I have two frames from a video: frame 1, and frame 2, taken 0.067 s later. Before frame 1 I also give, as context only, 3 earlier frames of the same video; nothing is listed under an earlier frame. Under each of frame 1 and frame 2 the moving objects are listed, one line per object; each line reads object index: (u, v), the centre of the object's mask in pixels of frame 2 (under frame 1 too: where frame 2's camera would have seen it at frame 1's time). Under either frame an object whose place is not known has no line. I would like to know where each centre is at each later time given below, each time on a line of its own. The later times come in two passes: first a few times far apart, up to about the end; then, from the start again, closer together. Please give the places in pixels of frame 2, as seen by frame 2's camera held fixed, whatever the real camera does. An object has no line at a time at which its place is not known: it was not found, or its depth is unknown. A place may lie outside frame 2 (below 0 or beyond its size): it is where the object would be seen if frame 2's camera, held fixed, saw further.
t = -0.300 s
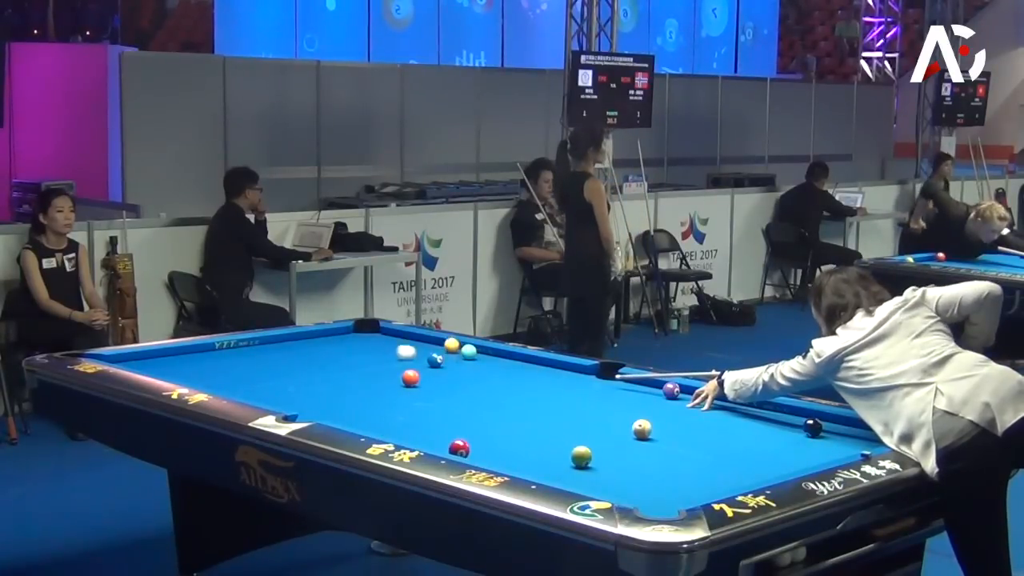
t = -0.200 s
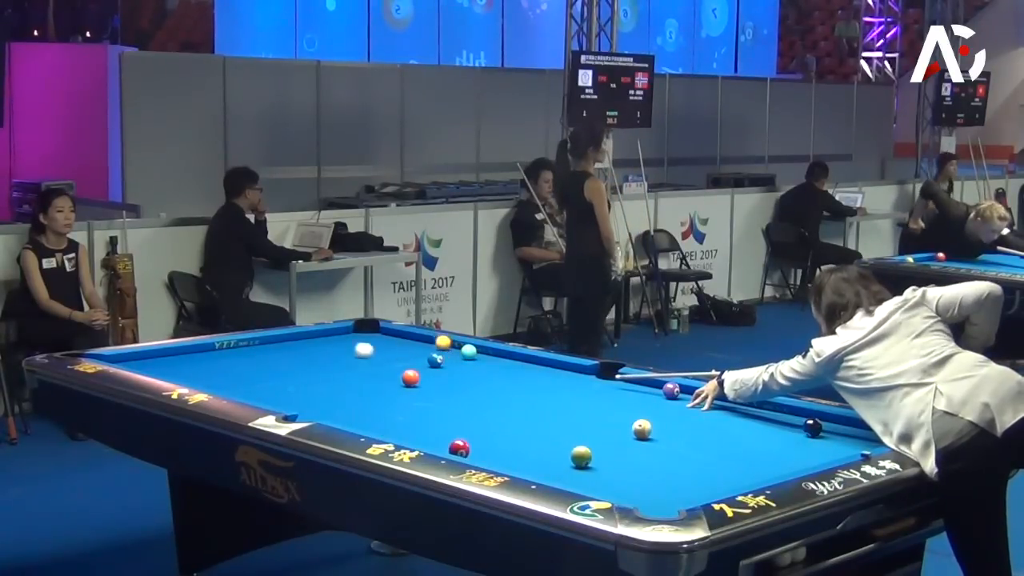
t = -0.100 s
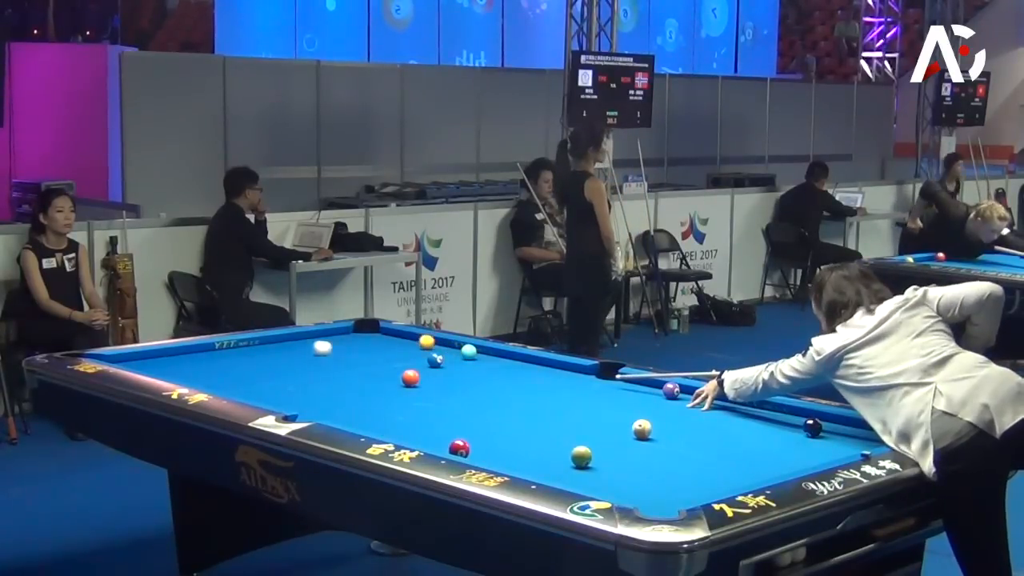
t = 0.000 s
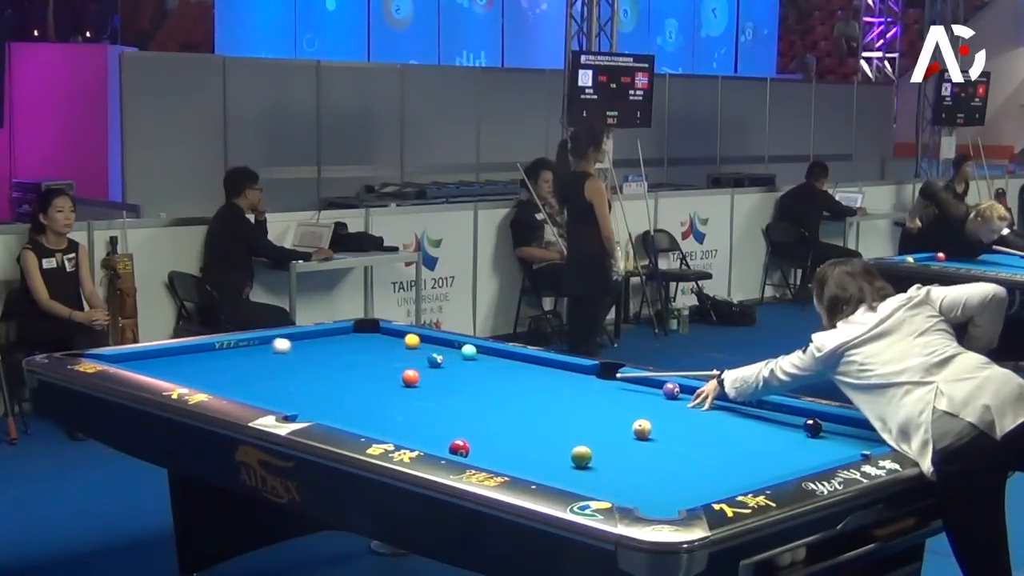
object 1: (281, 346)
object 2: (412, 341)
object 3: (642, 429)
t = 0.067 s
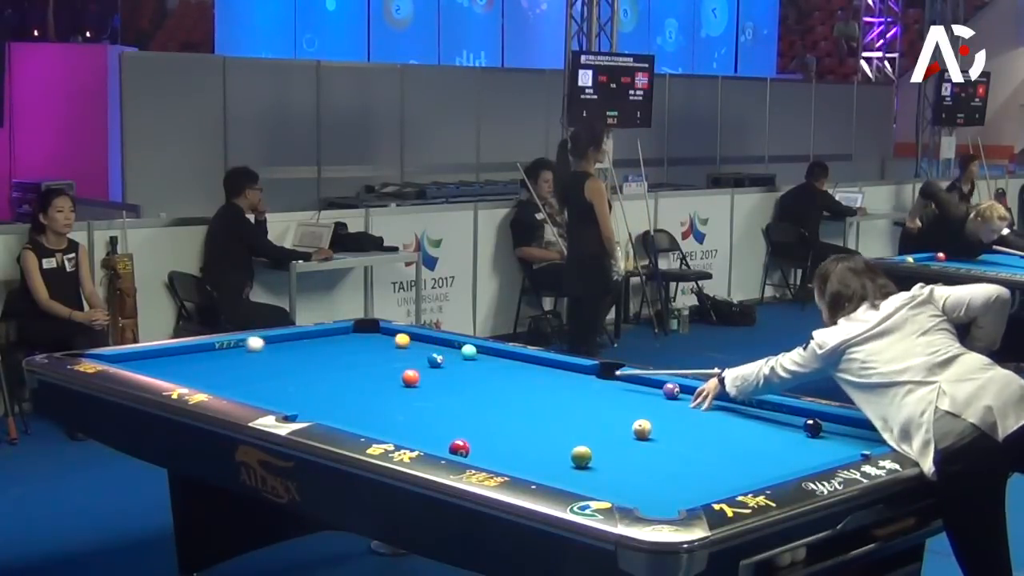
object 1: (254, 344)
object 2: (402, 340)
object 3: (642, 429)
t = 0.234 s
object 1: (234, 349)
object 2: (378, 339)
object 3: (642, 429)
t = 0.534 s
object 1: (226, 363)
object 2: (337, 337)
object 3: (642, 429)
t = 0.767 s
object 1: (218, 373)
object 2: (307, 335)
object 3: (642, 429)
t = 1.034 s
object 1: (208, 385)
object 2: (294, 338)
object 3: (642, 429)
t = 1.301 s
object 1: (250, 391)
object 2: (288, 341)
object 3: (642, 429)
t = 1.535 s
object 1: (294, 397)
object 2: (284, 345)
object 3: (642, 429)
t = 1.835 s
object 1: (349, 402)
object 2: (279, 348)
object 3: (642, 429)
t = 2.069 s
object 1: (392, 406)
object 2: (274, 351)
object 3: (642, 429)
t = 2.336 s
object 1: (441, 411)
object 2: (270, 354)
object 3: (642, 429)
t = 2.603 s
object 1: (488, 415)
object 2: (266, 357)
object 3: (642, 429)
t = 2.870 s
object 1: (535, 419)
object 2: (262, 359)
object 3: (642, 429)
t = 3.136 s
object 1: (581, 424)
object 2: (258, 361)
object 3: (642, 429)
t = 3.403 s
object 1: (622, 428)
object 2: (255, 364)
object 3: (645, 429)
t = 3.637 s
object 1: (631, 429)
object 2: (252, 365)
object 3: (672, 432)
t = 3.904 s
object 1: (640, 430)
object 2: (250, 367)
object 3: (699, 435)
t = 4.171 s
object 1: (648, 431)
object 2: (248, 368)
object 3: (725, 438)
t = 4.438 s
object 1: (653, 432)
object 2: (246, 369)
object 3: (750, 440)
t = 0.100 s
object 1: (241, 343)
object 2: (397, 340)
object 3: (642, 429)
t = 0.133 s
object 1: (233, 343)
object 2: (392, 340)
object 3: (642, 429)
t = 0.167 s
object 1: (233, 345)
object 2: (388, 340)
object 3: (642, 429)
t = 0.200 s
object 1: (234, 347)
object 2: (383, 339)
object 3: (642, 429)
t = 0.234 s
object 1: (234, 349)
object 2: (378, 339)
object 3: (642, 429)
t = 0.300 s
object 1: (233, 352)
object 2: (369, 339)
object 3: (642, 429)
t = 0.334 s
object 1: (233, 353)
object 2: (364, 338)
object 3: (642, 429)
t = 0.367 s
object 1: (231, 355)
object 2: (360, 338)
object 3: (642, 429)
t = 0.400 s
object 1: (230, 356)
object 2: (355, 338)
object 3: (642, 429)
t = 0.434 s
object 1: (229, 358)
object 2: (351, 338)
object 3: (642, 429)
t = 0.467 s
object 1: (228, 359)
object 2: (346, 337)
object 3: (642, 429)
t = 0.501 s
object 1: (227, 361)
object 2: (342, 337)
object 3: (642, 429)
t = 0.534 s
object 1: (226, 363)
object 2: (337, 337)
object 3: (642, 429)
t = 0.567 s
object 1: (225, 364)
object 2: (333, 337)
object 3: (642, 429)
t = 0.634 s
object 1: (222, 367)
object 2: (324, 336)
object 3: (642, 429)
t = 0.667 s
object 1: (221, 369)
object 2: (320, 336)
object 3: (642, 429)
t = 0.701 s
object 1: (220, 370)
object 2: (316, 336)
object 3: (642, 429)
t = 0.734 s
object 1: (219, 372)
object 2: (311, 336)
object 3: (642, 429)
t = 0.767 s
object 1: (218, 373)
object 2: (307, 335)
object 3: (642, 429)
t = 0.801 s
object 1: (217, 375)
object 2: (303, 335)
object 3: (642, 429)
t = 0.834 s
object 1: (215, 377)
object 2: (299, 335)
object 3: (642, 429)
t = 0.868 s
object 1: (214, 379)
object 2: (297, 335)
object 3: (642, 429)
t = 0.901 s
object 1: (213, 380)
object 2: (297, 336)
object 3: (642, 429)
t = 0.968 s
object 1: (211, 382)
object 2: (295, 337)
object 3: (642, 429)
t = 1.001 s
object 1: (210, 383)
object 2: (294, 337)
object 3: (642, 429)
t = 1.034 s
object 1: (208, 385)
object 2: (294, 338)
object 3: (642, 429)
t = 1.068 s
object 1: (208, 385)
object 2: (293, 338)
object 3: (642, 429)
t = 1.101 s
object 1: (211, 386)
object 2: (292, 339)
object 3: (642, 429)
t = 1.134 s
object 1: (219, 387)
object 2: (292, 339)
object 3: (642, 429)
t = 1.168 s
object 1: (225, 388)
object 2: (291, 340)
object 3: (642, 429)
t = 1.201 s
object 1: (231, 388)
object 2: (290, 340)
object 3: (642, 429)
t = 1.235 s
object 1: (238, 389)
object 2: (290, 340)
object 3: (642, 429)
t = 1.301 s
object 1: (250, 391)
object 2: (288, 341)
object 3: (642, 429)
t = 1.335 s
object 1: (256, 392)
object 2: (288, 342)
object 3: (642, 429)
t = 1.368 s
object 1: (263, 393)
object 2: (287, 342)
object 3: (642, 429)
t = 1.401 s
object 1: (269, 394)
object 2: (286, 343)
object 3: (642, 429)
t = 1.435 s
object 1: (275, 395)
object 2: (286, 343)
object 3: (642, 429)
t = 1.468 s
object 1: (281, 396)
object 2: (285, 344)
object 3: (642, 429)
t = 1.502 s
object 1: (287, 396)
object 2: (285, 344)
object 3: (642, 429)
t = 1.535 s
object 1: (294, 397)
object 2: (284, 345)
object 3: (642, 429)
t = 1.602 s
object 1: (306, 398)
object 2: (283, 345)
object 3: (642, 429)
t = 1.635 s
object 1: (312, 399)
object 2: (282, 346)
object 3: (642, 429)
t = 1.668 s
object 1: (318, 399)
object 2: (282, 346)
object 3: (642, 429)
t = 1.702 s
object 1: (325, 400)
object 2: (281, 346)
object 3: (642, 429)
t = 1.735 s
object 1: (330, 401)
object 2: (280, 347)
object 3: (642, 429)
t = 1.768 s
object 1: (337, 401)
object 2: (280, 347)
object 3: (642, 429)
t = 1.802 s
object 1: (343, 402)
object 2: (279, 348)
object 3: (642, 429)
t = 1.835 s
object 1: (349, 402)
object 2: (279, 348)
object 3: (642, 429)
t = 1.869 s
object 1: (356, 402)
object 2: (278, 349)
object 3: (642, 429)
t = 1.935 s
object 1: (368, 404)
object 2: (277, 349)
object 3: (642, 429)
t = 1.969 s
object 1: (374, 404)
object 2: (276, 350)
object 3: (642, 429)
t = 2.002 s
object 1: (380, 405)
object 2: (276, 350)
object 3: (642, 429)
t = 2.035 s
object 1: (386, 405)
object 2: (275, 350)
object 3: (642, 429)
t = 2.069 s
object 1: (392, 406)
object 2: (274, 351)
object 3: (642, 429)
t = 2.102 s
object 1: (398, 407)
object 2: (274, 351)
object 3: (642, 429)
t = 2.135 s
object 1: (404, 407)
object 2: (273, 352)
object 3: (642, 429)
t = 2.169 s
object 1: (410, 408)
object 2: (273, 352)
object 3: (642, 429)
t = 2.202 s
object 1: (416, 408)
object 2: (273, 353)
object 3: (642, 429)
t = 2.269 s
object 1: (428, 410)
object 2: (271, 353)
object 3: (642, 429)
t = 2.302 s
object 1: (435, 410)
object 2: (271, 354)
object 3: (642, 429)
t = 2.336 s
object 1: (441, 411)
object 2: (270, 354)
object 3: (642, 429)
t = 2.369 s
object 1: (446, 411)
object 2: (270, 354)
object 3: (642, 429)
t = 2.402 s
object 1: (453, 411)
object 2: (269, 355)
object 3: (642, 429)
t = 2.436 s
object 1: (458, 412)
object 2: (269, 355)
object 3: (642, 429)
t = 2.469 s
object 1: (464, 413)
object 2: (268, 355)
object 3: (642, 429)
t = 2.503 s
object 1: (470, 413)
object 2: (267, 356)
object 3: (642, 429)
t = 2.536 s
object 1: (476, 414)
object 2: (267, 356)
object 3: (642, 429)
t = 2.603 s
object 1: (488, 415)
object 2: (266, 357)
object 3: (642, 429)
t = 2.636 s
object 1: (494, 416)
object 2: (265, 357)
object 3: (642, 429)
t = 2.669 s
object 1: (499, 416)
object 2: (265, 357)
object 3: (642, 429)
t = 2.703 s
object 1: (506, 417)
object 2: (264, 358)
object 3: (642, 429)
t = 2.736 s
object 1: (512, 417)
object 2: (264, 358)
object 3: (642, 429)
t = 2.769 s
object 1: (517, 418)
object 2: (263, 358)
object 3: (642, 429)
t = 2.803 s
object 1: (523, 418)
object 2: (262, 359)
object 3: (642, 429)
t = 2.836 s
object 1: (529, 419)
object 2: (262, 359)
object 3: (642, 429)
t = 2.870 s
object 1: (535, 419)
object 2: (262, 359)
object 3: (642, 429)
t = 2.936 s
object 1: (546, 420)
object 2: (260, 360)
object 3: (642, 429)
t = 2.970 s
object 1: (552, 421)
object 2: (260, 360)
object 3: (642, 429)
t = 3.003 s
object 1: (558, 421)
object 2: (260, 360)
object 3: (642, 429)
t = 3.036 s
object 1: (564, 422)
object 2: (259, 361)
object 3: (642, 429)
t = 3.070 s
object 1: (569, 423)
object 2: (259, 361)
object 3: (642, 429)
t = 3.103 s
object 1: (575, 423)
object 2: (258, 361)
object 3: (642, 429)
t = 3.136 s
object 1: (581, 424)
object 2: (258, 361)
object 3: (642, 429)
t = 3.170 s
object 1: (586, 424)
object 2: (258, 362)
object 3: (642, 429)
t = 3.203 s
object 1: (592, 425)
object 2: (257, 362)
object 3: (642, 429)
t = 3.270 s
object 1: (603, 426)
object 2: (256, 363)
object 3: (642, 429)
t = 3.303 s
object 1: (609, 426)
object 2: (256, 363)
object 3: (642, 429)
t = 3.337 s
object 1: (615, 427)
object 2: (256, 363)
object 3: (642, 429)
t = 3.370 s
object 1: (620, 427)
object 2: (255, 363)
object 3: (642, 429)
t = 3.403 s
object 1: (622, 428)
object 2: (255, 364)
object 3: (645, 429)
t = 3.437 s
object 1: (624, 428)
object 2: (255, 364)
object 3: (649, 430)
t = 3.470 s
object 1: (625, 428)
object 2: (254, 364)
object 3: (654, 430)
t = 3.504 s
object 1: (626, 428)
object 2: (254, 364)
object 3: (657, 431)
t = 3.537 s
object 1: (628, 428)
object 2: (253, 364)
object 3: (661, 431)
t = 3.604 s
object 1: (630, 429)
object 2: (253, 365)
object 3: (668, 432)
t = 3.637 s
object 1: (631, 429)
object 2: (252, 365)
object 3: (672, 432)
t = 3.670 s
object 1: (632, 429)
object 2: (252, 365)
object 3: (675, 432)
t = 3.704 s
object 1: (634, 429)
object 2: (252, 365)
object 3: (679, 433)
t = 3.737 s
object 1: (635, 429)
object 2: (251, 366)
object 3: (682, 433)
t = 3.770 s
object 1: (636, 429)
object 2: (251, 366)
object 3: (685, 433)
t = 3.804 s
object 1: (637, 429)
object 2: (250, 366)
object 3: (689, 434)
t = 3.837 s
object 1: (638, 429)
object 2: (250, 366)
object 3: (692, 434)
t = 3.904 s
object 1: (640, 430)
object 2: (250, 367)
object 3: (699, 435)
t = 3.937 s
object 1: (641, 430)
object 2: (250, 367)
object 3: (703, 435)
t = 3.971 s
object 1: (642, 430)
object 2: (249, 367)
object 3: (706, 436)
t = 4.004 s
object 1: (643, 430)
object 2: (249, 367)
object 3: (709, 436)
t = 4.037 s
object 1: (644, 430)
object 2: (249, 367)
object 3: (712, 436)
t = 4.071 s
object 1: (645, 430)
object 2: (248, 367)
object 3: (716, 437)
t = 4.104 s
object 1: (646, 431)
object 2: (248, 367)
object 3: (719, 437)
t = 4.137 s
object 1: (647, 430)
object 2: (248, 367)
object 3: (722, 437)
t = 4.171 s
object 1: (648, 431)
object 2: (248, 368)
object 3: (725, 438)
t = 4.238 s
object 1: (649, 431)
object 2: (247, 368)
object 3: (732, 438)
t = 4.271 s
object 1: (650, 431)
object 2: (247, 368)
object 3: (735, 438)
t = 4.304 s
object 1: (651, 431)
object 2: (247, 368)
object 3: (737, 439)
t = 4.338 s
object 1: (651, 431)
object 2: (247, 368)
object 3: (741, 439)
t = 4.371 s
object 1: (652, 431)
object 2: (246, 368)
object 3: (744, 439)
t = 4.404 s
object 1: (653, 431)
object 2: (246, 369)
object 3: (747, 440)
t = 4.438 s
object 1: (653, 432)
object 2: (246, 369)
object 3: (750, 440)
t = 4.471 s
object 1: (654, 432)
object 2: (246, 369)
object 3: (753, 440)
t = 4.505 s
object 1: (654, 432)
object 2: (246, 369)
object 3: (755, 440)
